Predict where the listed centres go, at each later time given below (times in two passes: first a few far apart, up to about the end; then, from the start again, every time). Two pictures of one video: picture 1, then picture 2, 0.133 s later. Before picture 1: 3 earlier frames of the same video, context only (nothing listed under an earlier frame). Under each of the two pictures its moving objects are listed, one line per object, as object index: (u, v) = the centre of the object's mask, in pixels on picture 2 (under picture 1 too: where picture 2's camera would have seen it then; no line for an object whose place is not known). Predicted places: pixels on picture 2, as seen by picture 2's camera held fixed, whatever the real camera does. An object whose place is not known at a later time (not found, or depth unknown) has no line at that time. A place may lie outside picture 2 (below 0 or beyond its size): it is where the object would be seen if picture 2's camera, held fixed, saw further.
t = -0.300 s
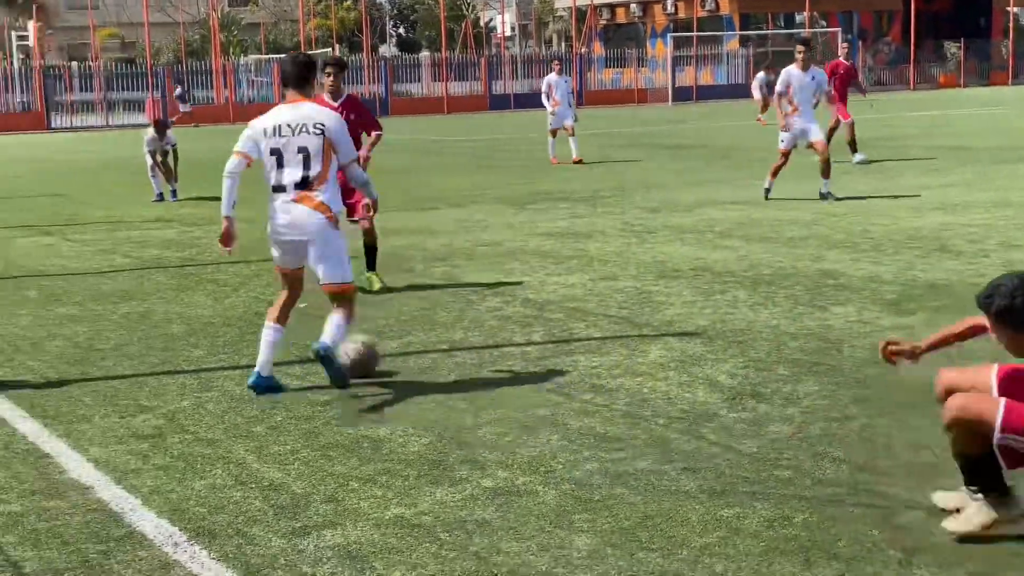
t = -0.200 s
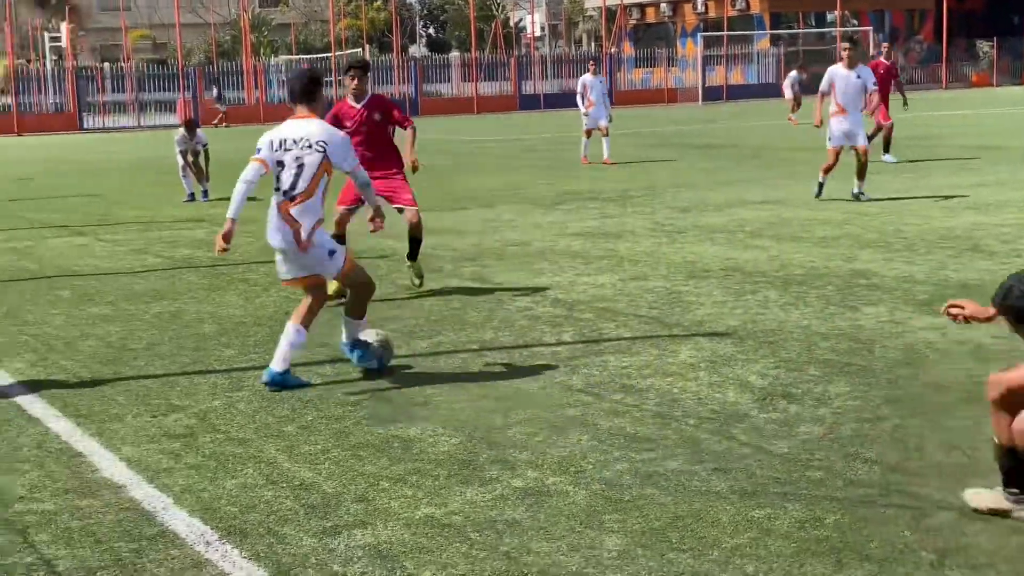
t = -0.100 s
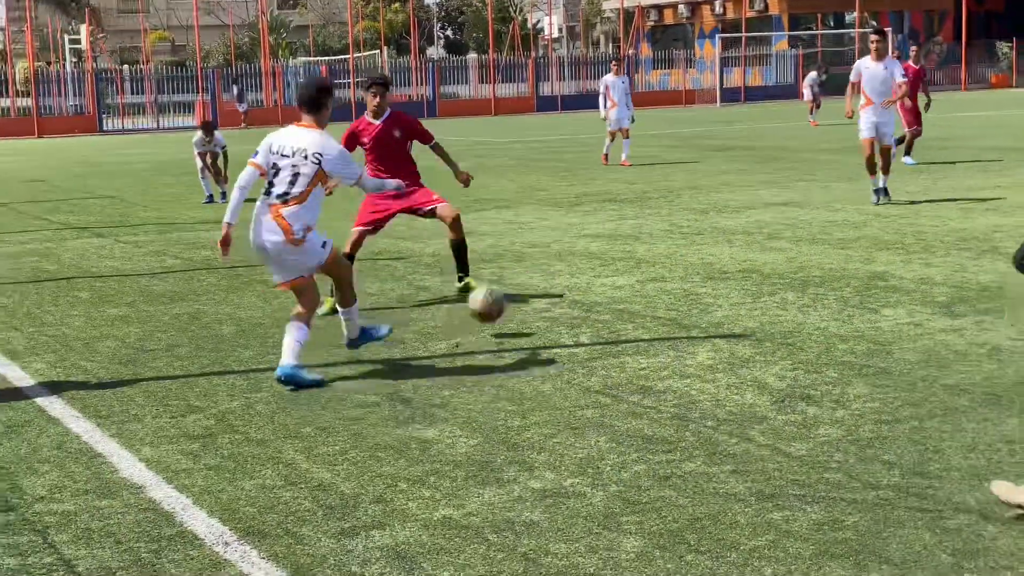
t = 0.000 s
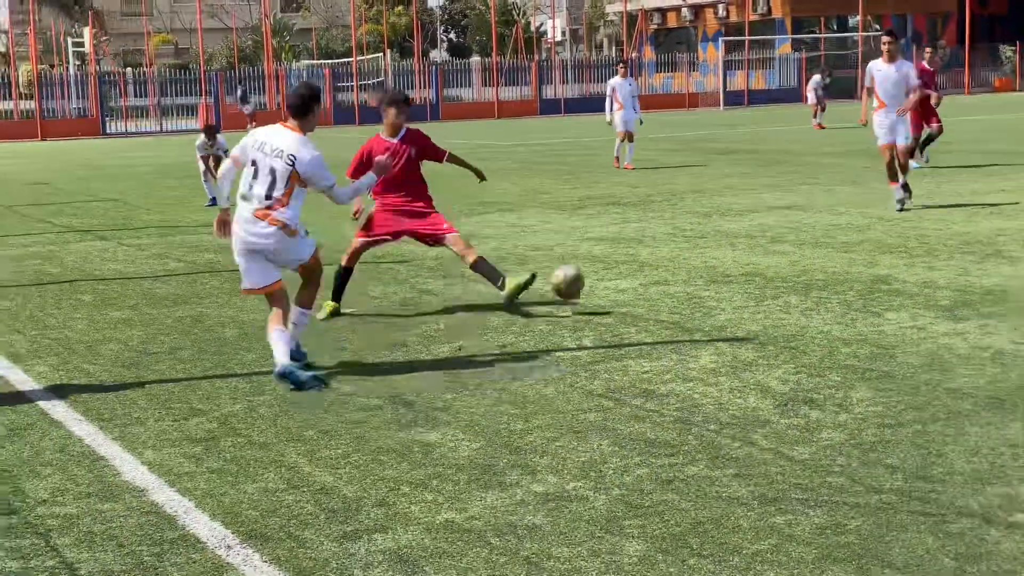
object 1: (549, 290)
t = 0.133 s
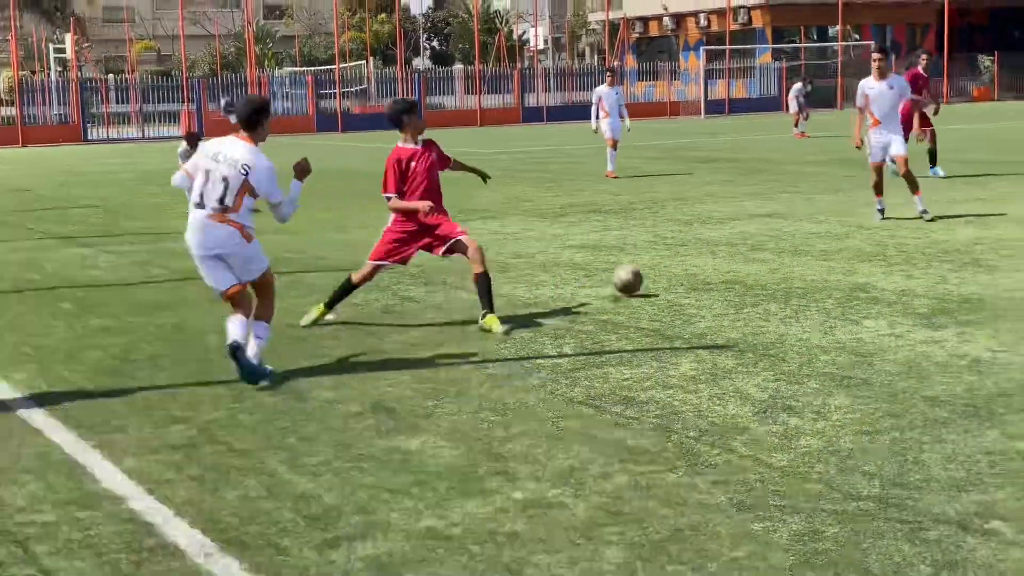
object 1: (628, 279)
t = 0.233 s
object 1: (668, 260)
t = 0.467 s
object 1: (740, 237)
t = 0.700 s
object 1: (788, 225)
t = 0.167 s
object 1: (642, 269)
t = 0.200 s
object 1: (655, 264)
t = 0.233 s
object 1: (668, 260)
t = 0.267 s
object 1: (679, 258)
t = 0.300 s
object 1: (691, 256)
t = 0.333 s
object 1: (702, 255)
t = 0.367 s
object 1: (713, 257)
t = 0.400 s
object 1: (722, 248)
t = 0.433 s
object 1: (730, 240)
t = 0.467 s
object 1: (740, 237)
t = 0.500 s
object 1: (746, 231)
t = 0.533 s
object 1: (754, 228)
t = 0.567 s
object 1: (762, 227)
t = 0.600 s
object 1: (769, 229)
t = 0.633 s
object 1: (776, 231)
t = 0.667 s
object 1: (782, 232)
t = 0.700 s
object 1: (788, 225)
